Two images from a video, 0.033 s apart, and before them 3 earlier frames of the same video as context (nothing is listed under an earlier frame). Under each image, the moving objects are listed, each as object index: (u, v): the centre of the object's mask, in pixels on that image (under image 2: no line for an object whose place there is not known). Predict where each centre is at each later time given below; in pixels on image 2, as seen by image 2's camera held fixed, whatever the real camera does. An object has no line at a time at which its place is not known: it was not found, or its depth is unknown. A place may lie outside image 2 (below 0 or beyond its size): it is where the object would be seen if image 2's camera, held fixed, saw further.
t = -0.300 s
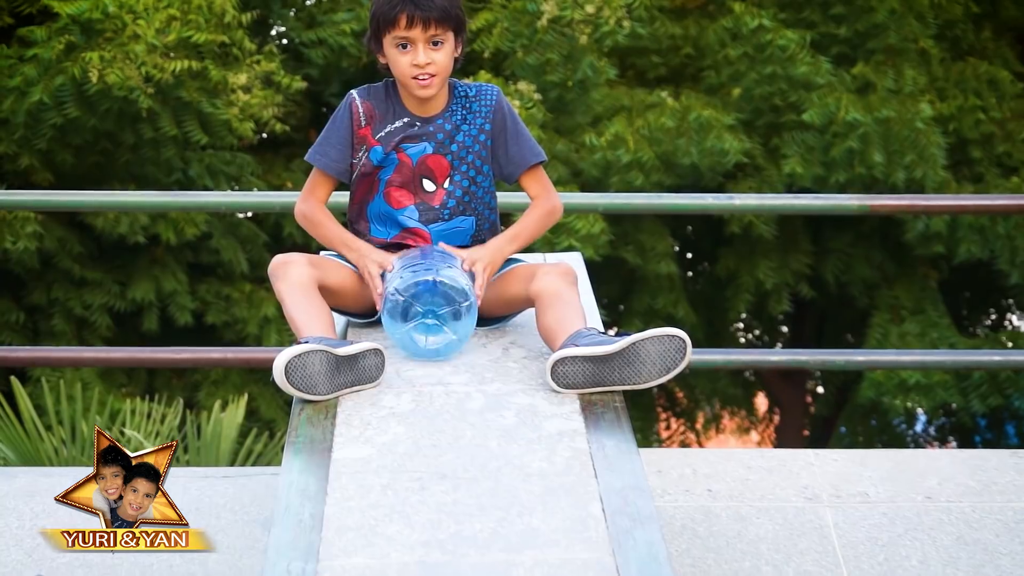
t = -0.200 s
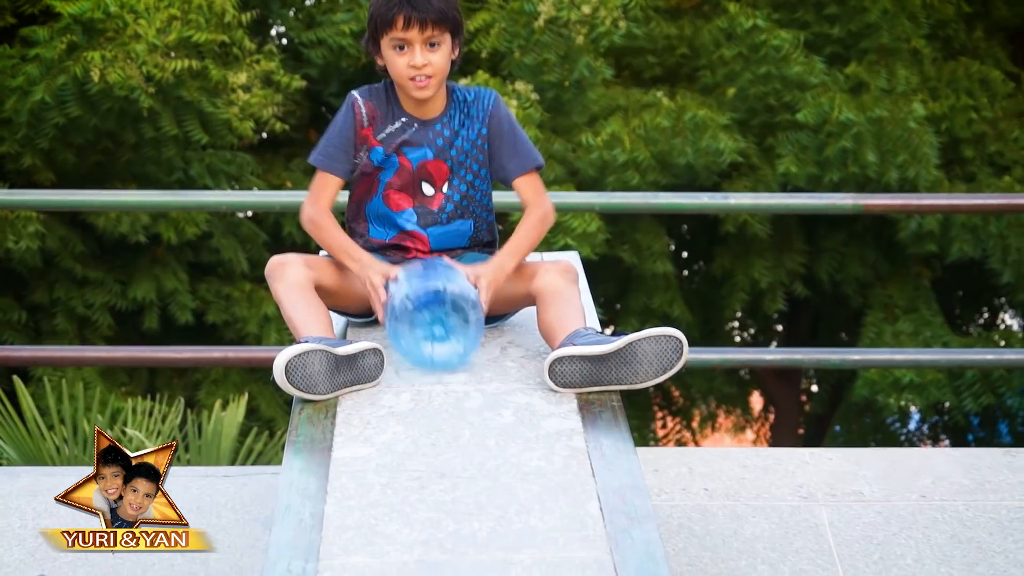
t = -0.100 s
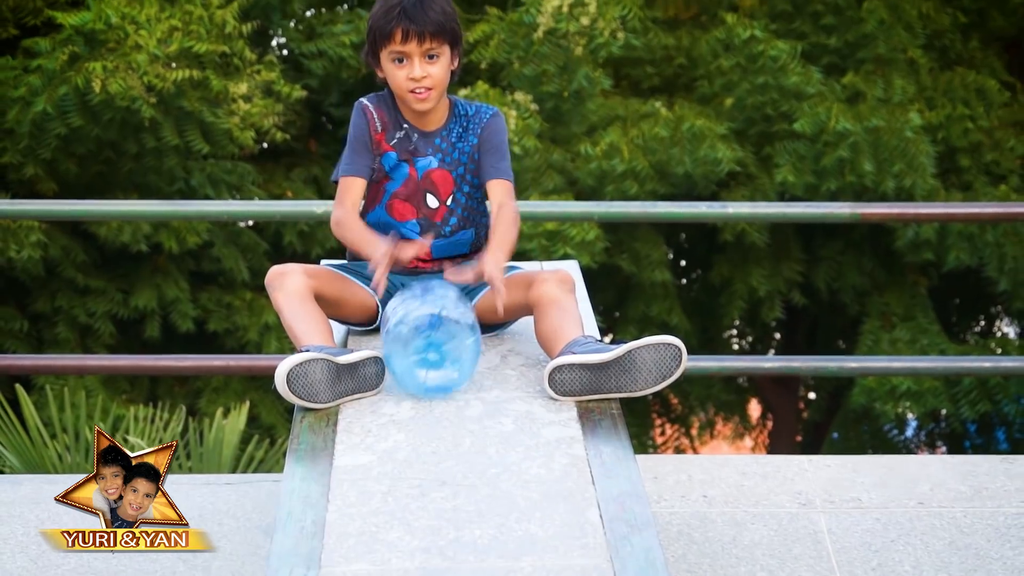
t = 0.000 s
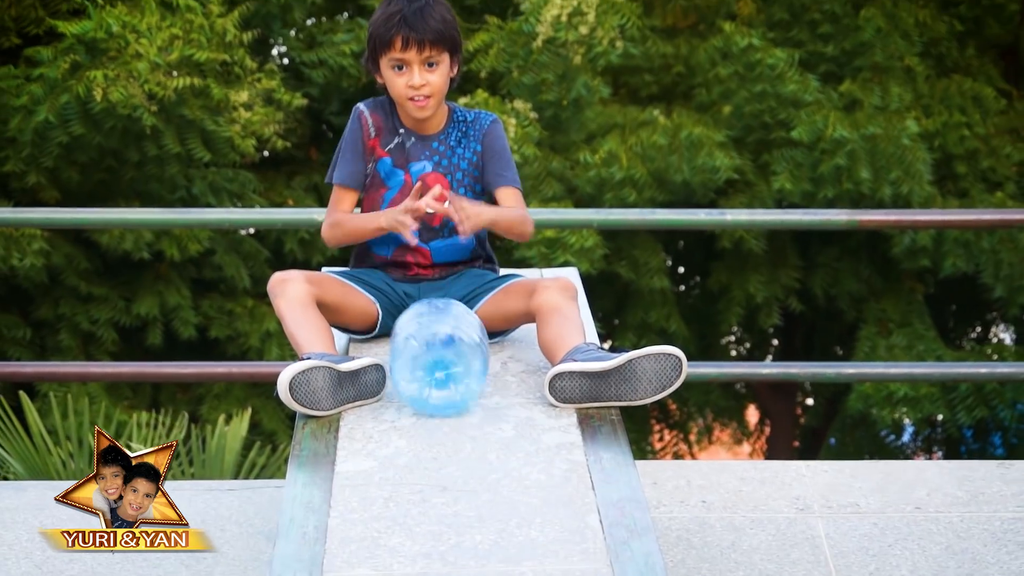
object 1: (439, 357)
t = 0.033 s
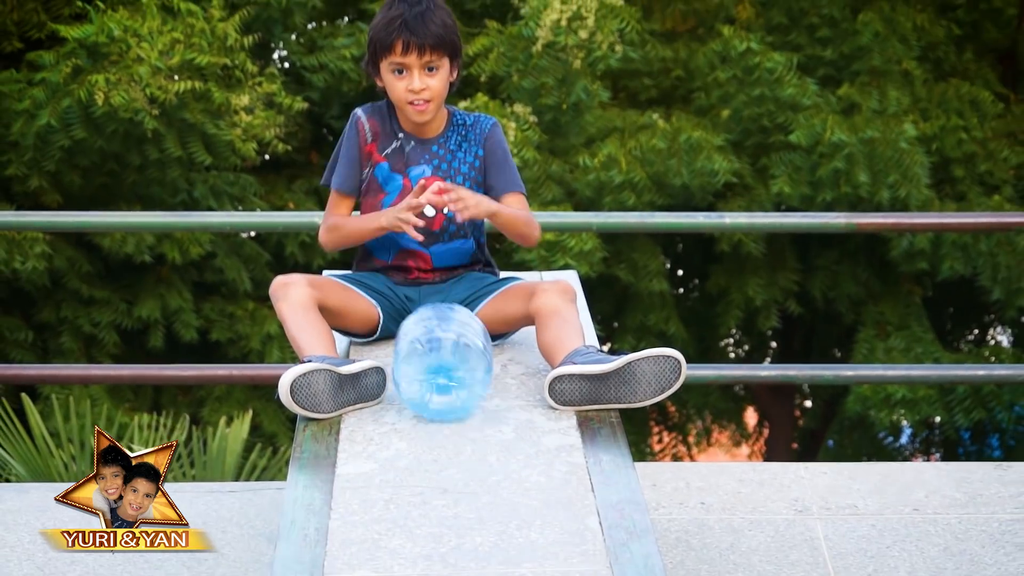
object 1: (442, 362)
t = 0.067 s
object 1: (445, 364)
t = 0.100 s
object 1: (446, 367)
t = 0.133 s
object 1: (446, 371)
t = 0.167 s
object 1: (447, 374)
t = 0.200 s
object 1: (447, 379)
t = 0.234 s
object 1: (448, 385)
